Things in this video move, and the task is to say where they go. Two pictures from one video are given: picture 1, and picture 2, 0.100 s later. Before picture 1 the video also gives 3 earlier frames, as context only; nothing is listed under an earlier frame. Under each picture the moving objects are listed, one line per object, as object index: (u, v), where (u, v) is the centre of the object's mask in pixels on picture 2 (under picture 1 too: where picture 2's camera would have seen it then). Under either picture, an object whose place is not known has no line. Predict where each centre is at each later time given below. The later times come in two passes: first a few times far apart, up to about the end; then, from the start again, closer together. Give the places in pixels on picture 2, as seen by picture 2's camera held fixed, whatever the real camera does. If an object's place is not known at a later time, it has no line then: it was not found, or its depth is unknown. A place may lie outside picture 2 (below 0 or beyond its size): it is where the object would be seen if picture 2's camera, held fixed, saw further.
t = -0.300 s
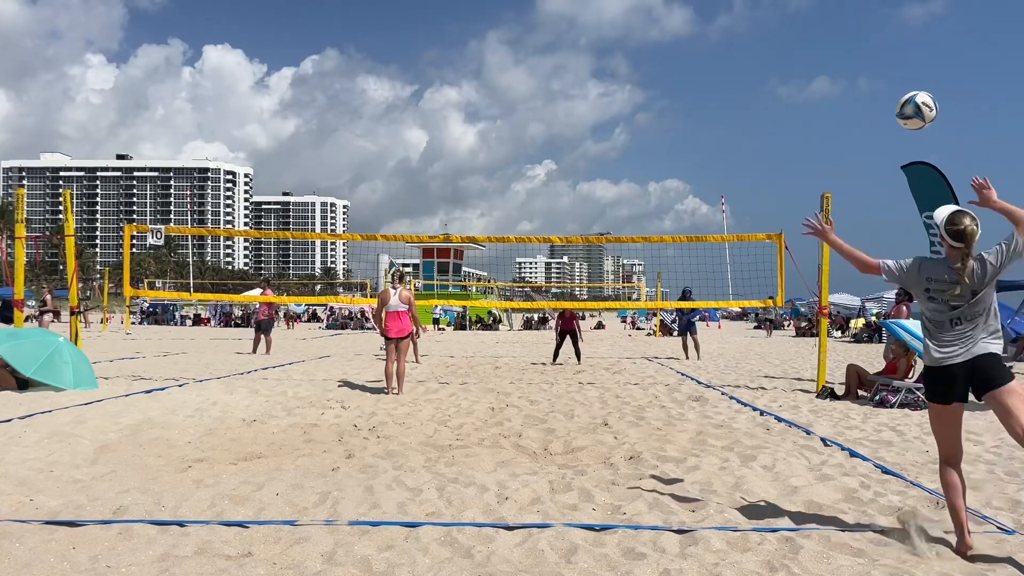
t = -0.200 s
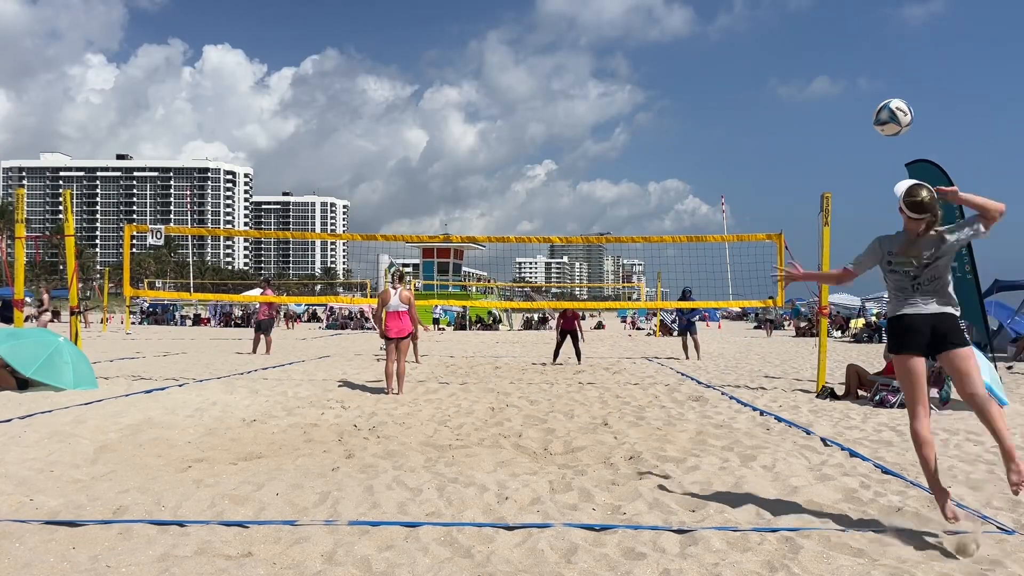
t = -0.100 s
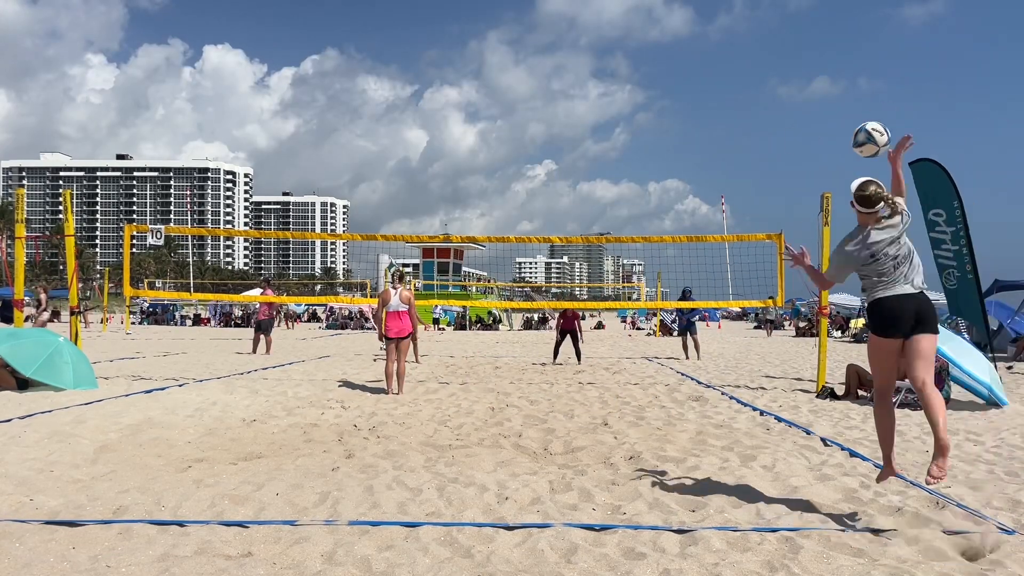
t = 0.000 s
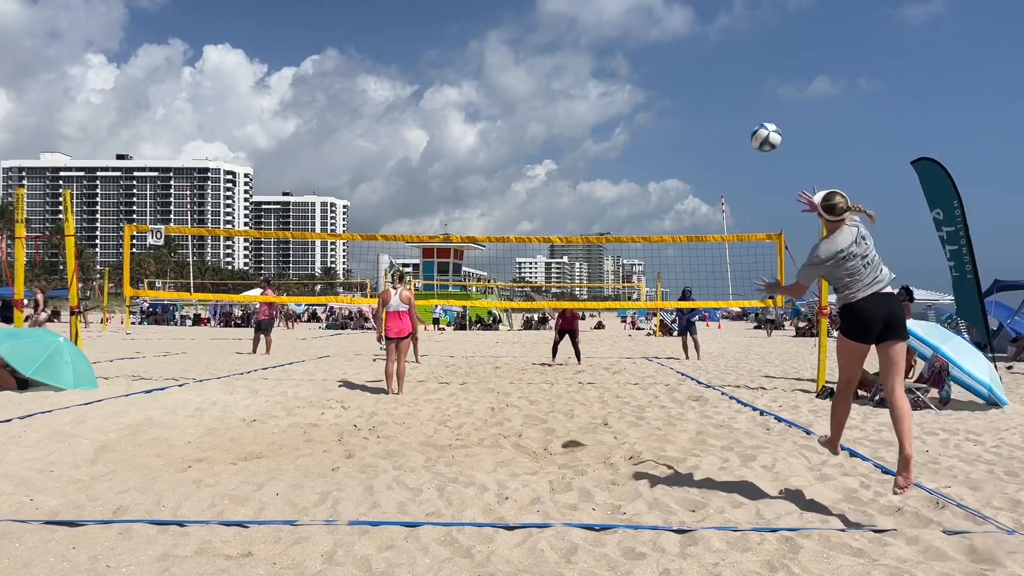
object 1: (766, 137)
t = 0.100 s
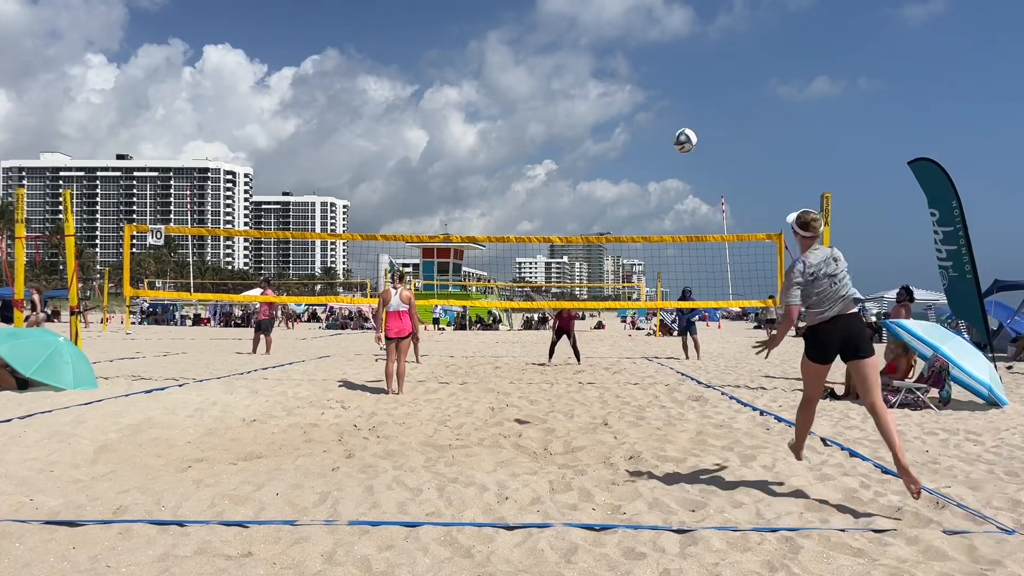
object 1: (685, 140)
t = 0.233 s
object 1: (613, 156)
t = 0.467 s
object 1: (536, 197)
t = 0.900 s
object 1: (462, 295)
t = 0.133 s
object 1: (664, 144)
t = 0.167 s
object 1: (645, 147)
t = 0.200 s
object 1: (628, 151)
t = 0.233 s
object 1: (613, 156)
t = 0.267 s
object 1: (599, 161)
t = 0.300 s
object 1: (586, 167)
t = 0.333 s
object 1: (574, 173)
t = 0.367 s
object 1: (563, 179)
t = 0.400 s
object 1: (554, 185)
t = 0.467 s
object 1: (536, 197)
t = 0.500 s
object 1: (527, 203)
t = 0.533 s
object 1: (520, 211)
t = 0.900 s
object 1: (462, 295)
